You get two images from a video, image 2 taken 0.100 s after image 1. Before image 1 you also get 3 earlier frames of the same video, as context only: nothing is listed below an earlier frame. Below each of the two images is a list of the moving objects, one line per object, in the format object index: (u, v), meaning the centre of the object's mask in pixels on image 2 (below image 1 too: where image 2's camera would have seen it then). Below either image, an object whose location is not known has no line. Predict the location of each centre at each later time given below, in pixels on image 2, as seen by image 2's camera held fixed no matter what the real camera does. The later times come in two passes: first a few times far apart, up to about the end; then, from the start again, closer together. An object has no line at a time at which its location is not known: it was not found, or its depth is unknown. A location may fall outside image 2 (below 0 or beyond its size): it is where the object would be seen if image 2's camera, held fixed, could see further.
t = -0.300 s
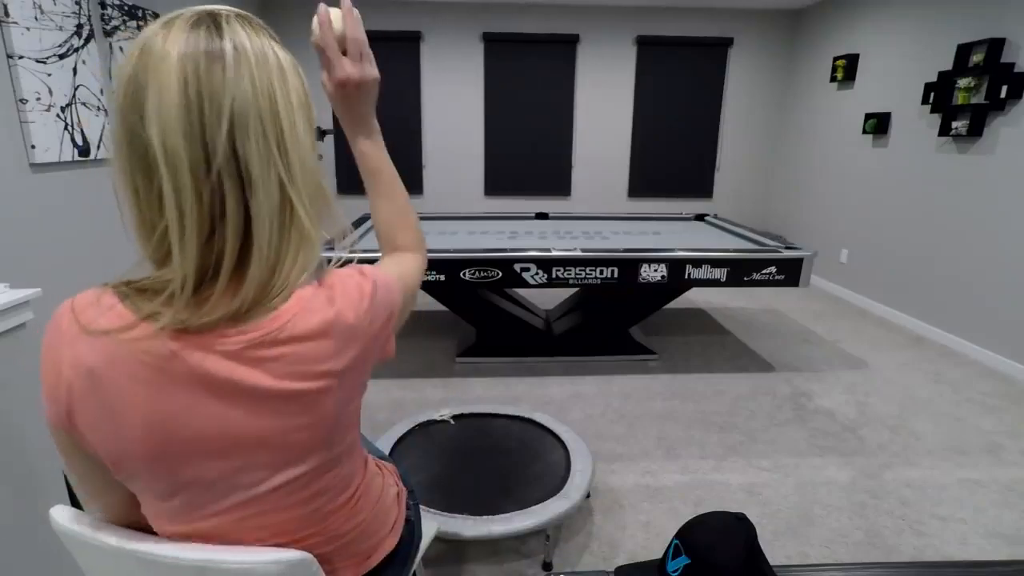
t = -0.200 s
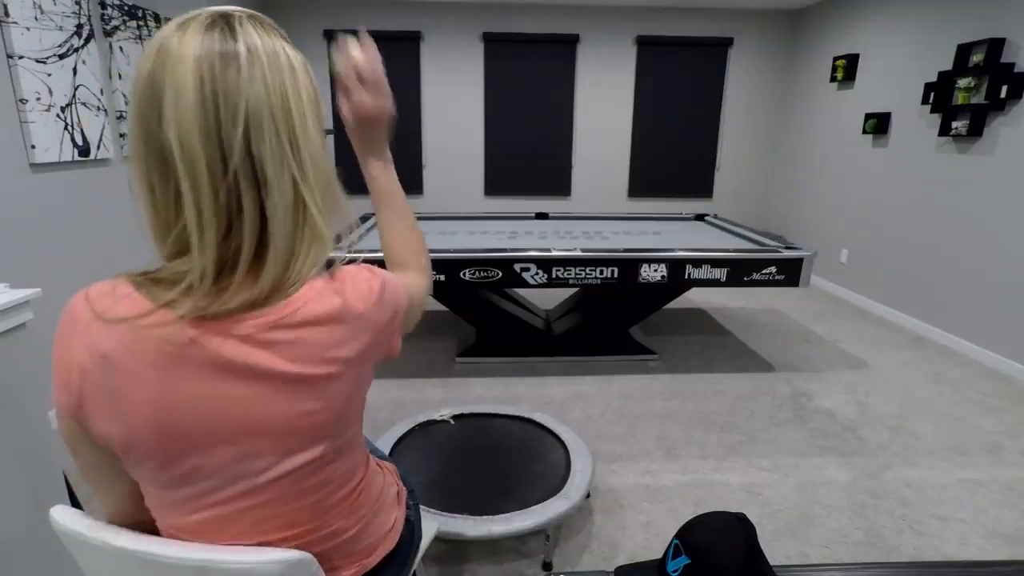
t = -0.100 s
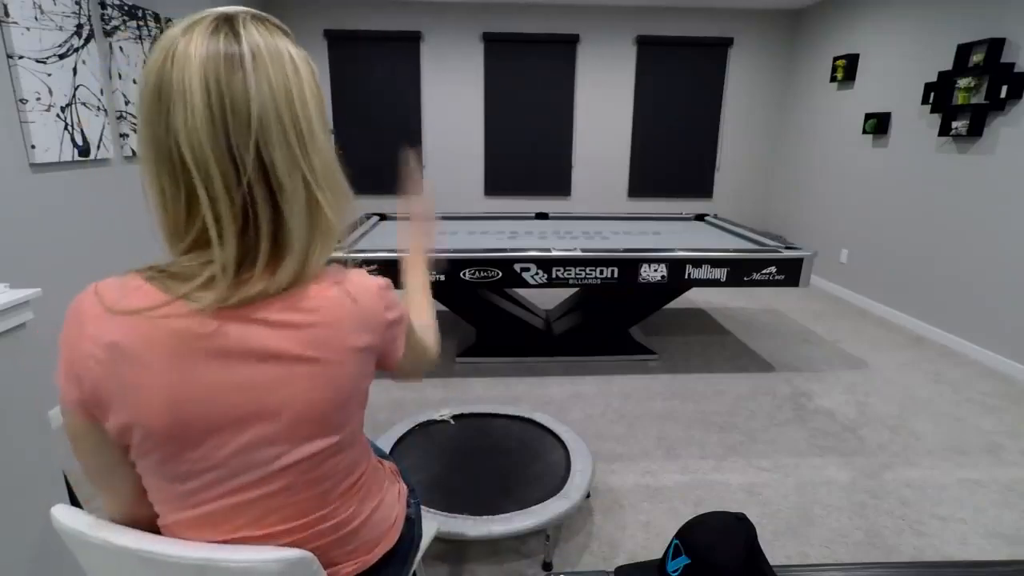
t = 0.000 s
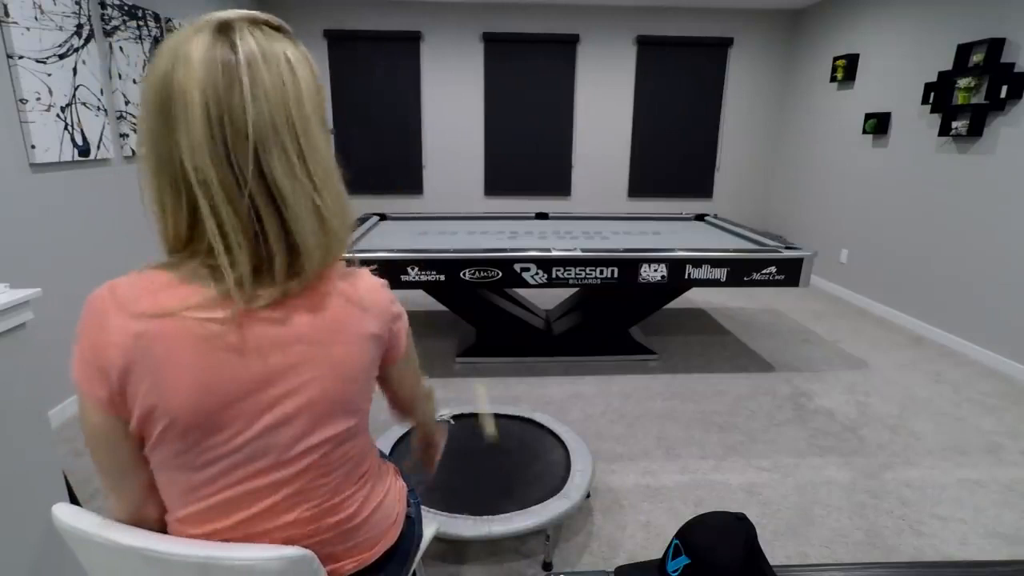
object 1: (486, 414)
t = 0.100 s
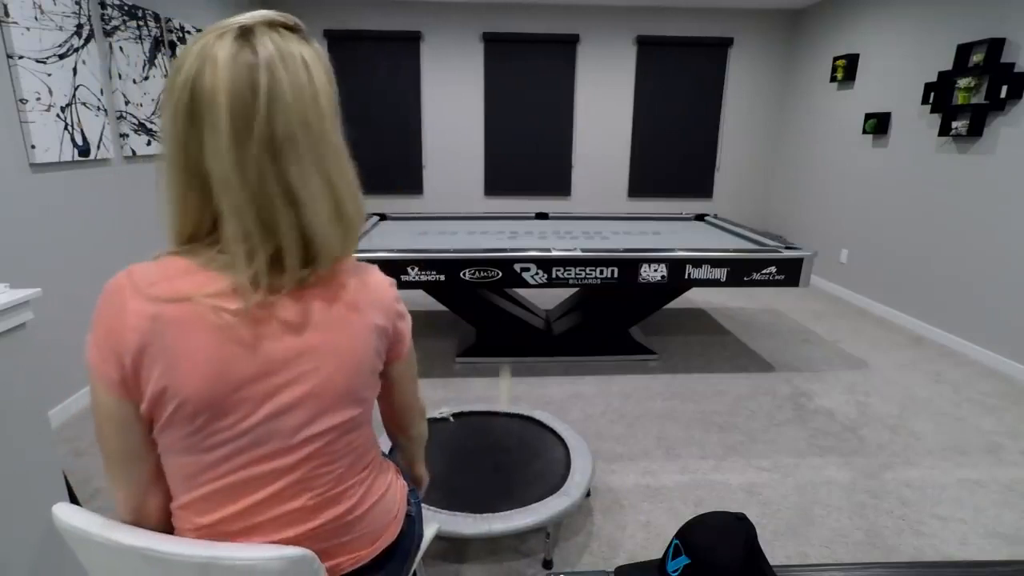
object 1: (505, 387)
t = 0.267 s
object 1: (518, 221)
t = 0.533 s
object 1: (532, 122)
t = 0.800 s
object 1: (541, 155)
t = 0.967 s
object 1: (544, 216)
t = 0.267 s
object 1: (518, 221)
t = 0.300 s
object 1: (519, 197)
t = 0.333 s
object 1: (521, 182)
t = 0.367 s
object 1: (523, 165)
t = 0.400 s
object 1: (525, 151)
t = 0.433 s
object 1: (528, 140)
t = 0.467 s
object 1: (529, 132)
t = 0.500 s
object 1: (531, 126)
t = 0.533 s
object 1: (532, 122)
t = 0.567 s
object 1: (533, 121)
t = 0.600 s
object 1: (535, 121)
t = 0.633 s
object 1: (536, 123)
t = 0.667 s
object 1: (538, 126)
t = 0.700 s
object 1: (538, 131)
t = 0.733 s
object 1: (539, 138)
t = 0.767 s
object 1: (541, 145)
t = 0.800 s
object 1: (541, 155)
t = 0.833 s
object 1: (542, 165)
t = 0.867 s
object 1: (542, 177)
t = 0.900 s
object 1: (543, 188)
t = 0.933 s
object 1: (543, 198)
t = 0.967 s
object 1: (544, 216)
